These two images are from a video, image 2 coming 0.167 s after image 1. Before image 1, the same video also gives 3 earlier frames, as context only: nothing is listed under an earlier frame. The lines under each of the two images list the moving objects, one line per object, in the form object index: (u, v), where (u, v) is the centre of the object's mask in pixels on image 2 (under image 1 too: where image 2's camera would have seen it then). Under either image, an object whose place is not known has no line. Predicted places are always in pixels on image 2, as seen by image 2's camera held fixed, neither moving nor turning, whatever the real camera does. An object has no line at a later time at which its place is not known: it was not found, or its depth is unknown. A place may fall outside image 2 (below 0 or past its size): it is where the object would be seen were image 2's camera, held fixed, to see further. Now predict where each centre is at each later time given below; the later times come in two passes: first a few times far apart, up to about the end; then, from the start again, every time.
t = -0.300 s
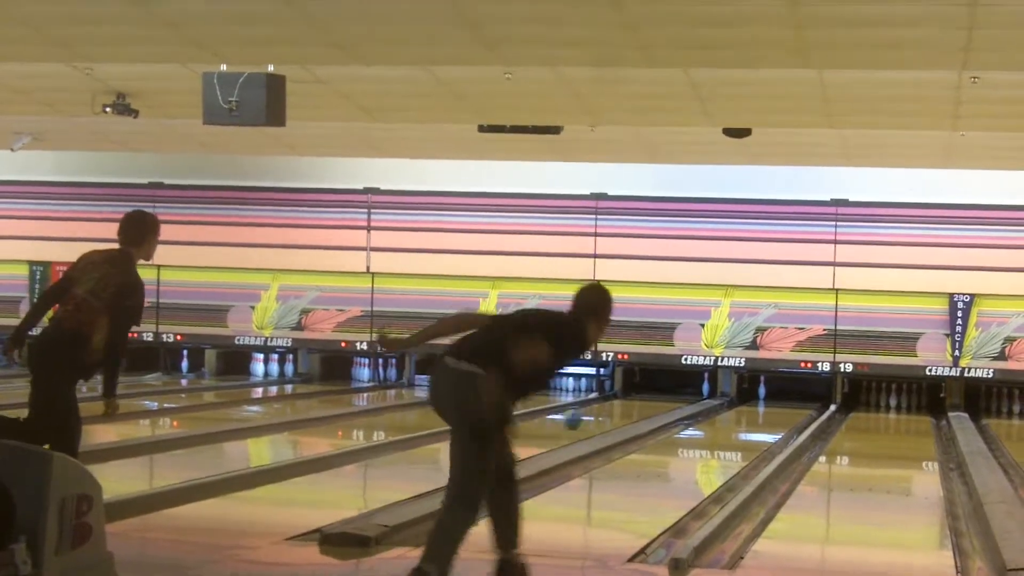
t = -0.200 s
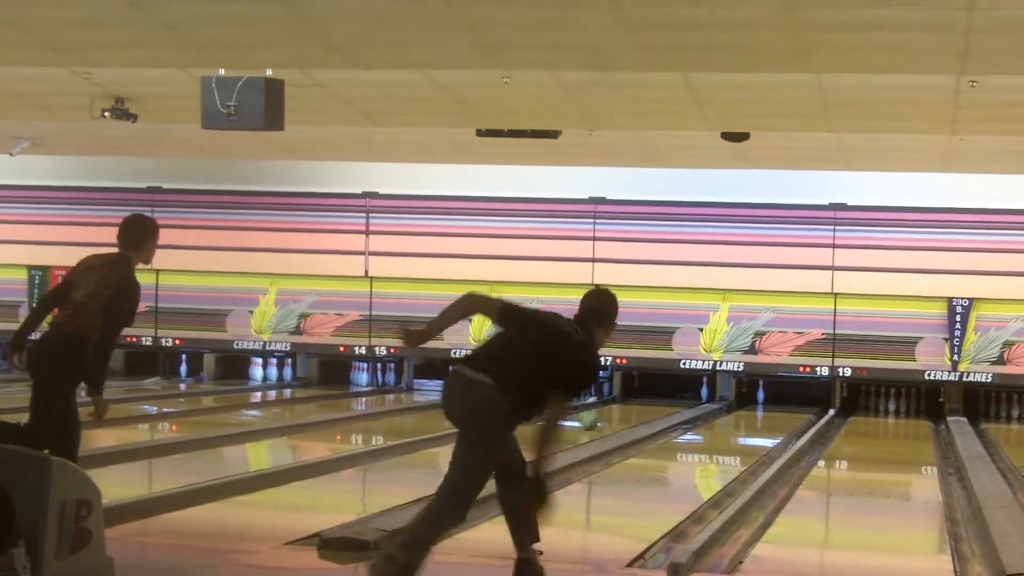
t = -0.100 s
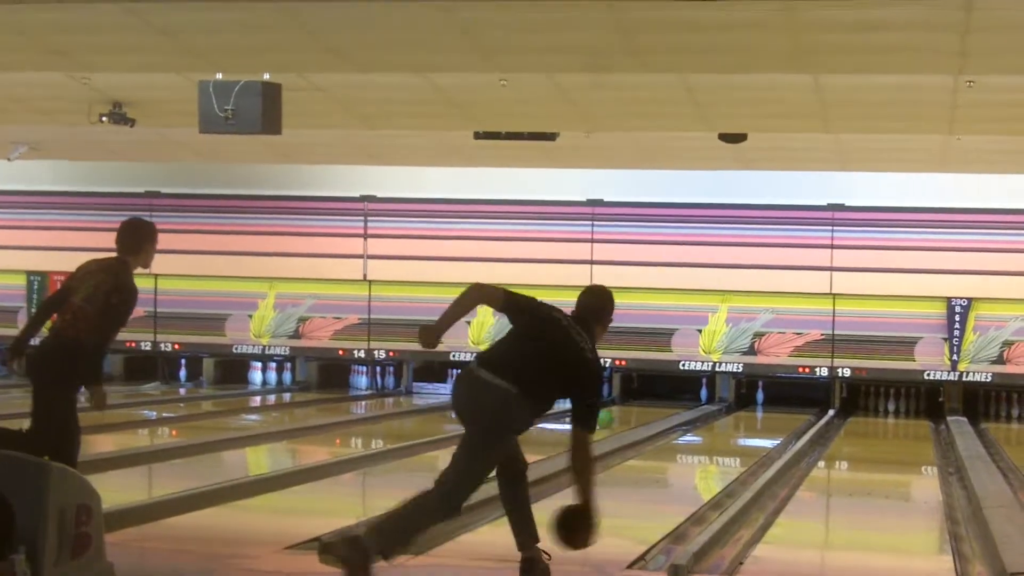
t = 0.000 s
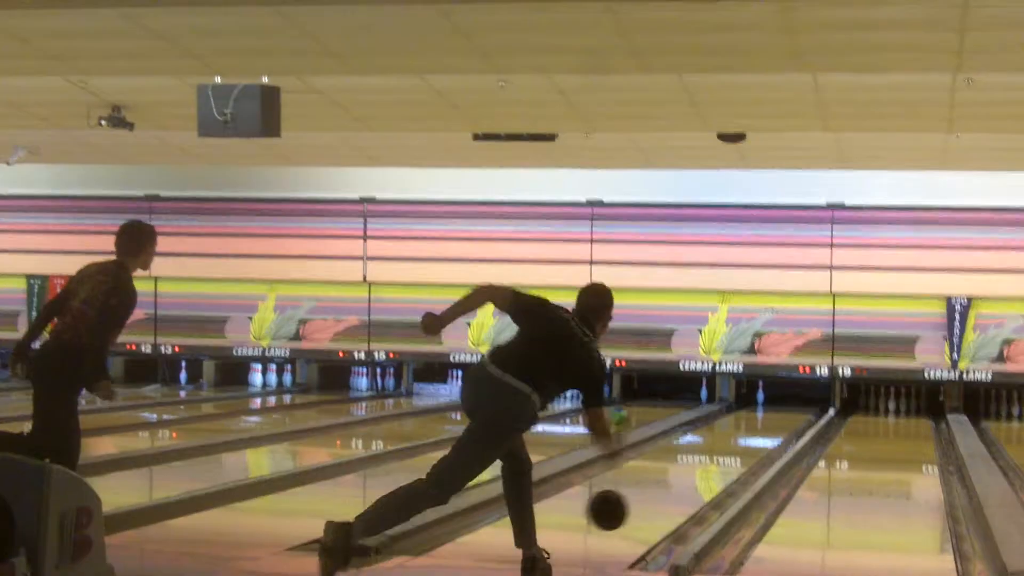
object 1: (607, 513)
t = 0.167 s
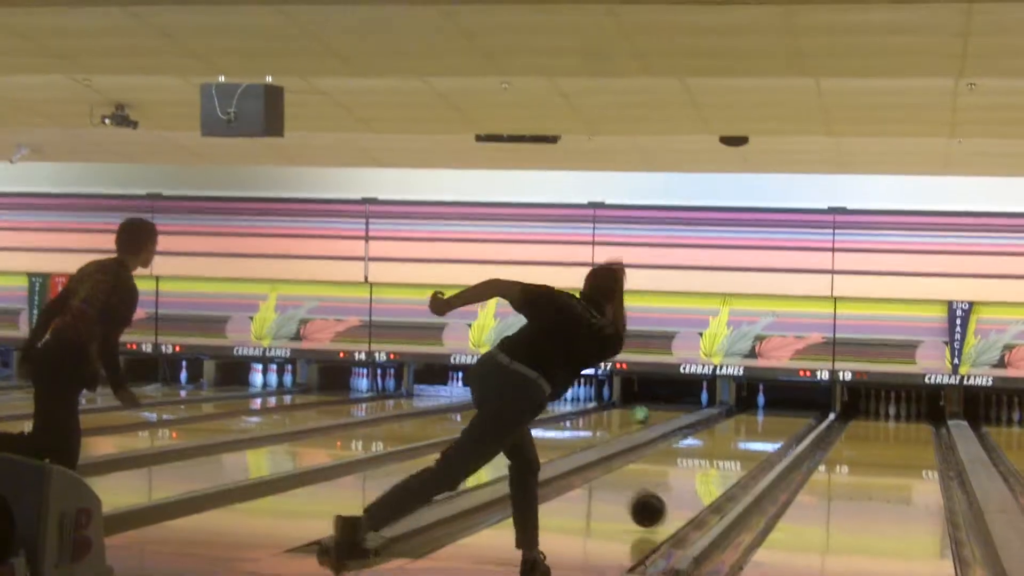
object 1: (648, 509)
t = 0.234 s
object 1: (662, 503)
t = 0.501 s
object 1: (704, 477)
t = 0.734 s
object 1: (732, 459)
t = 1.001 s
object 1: (754, 446)
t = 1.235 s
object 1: (769, 435)
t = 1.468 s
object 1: (775, 426)
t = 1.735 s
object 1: (784, 418)
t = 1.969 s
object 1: (789, 411)
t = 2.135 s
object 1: (792, 406)
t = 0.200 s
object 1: (655, 509)
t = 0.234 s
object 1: (662, 503)
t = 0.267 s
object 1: (668, 499)
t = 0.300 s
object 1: (673, 498)
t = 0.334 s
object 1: (679, 494)
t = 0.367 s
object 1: (684, 491)
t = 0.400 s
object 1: (690, 487)
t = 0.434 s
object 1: (695, 485)
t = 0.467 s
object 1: (700, 481)
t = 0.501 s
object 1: (704, 477)
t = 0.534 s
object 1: (708, 475)
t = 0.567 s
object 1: (713, 472)
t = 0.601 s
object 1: (717, 469)
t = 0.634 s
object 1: (721, 467)
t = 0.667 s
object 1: (724, 464)
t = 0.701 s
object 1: (728, 462)
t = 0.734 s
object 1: (732, 459)
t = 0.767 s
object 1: (735, 457)
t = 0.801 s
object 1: (738, 456)
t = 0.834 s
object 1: (741, 454)
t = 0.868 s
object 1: (743, 453)
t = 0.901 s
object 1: (746, 450)
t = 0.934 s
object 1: (749, 450)
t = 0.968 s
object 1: (752, 447)
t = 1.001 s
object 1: (754, 446)
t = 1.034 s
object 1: (756, 444)
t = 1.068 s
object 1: (759, 442)
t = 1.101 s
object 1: (761, 440)
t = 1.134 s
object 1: (763, 439)
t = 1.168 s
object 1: (765, 437)
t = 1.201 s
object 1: (767, 436)
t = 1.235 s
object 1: (769, 435)
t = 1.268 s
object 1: (771, 432)
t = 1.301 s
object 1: (770, 433)
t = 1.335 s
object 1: (772, 430)
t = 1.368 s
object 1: (773, 430)
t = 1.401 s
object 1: (775, 428)
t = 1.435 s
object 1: (774, 427)
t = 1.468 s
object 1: (775, 426)
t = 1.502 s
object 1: (776, 425)
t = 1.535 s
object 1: (778, 424)
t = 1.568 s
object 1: (779, 423)
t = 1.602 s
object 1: (780, 424)
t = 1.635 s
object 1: (780, 422)
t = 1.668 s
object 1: (782, 420)
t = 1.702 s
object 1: (782, 420)
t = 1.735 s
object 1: (784, 418)
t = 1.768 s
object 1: (785, 416)
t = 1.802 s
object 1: (787, 415)
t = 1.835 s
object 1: (788, 414)
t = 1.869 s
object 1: (788, 412)
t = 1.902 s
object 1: (789, 413)
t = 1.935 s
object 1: (790, 411)
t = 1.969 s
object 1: (789, 411)
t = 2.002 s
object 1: (789, 407)
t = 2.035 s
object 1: (790, 408)
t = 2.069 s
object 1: (791, 406)
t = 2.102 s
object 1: (792, 404)
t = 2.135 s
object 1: (792, 406)
